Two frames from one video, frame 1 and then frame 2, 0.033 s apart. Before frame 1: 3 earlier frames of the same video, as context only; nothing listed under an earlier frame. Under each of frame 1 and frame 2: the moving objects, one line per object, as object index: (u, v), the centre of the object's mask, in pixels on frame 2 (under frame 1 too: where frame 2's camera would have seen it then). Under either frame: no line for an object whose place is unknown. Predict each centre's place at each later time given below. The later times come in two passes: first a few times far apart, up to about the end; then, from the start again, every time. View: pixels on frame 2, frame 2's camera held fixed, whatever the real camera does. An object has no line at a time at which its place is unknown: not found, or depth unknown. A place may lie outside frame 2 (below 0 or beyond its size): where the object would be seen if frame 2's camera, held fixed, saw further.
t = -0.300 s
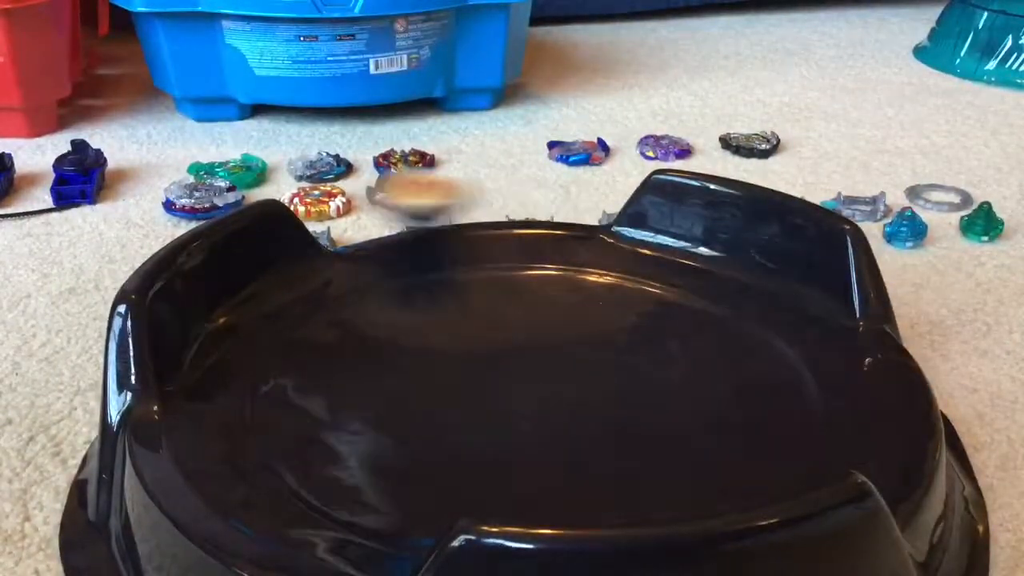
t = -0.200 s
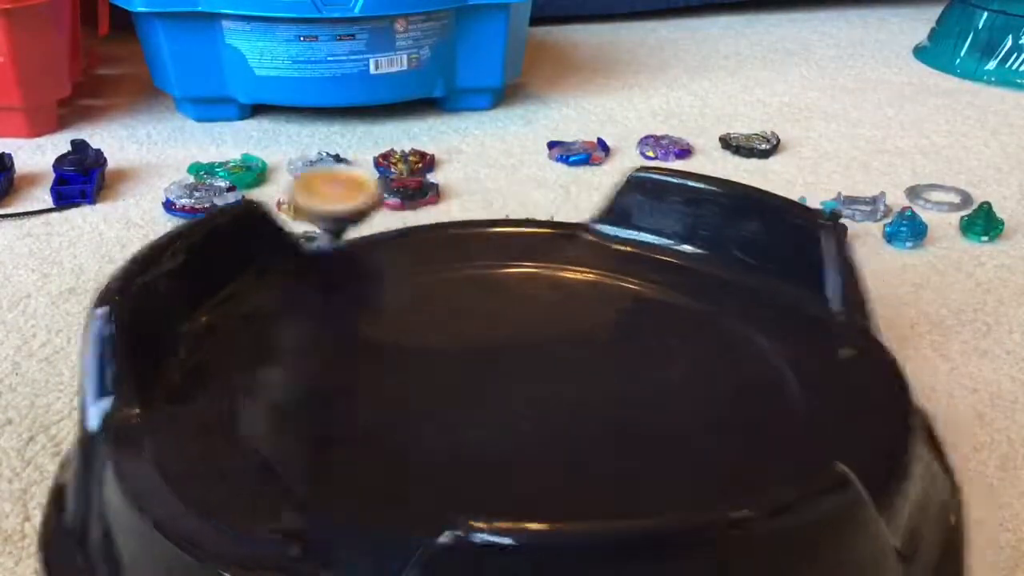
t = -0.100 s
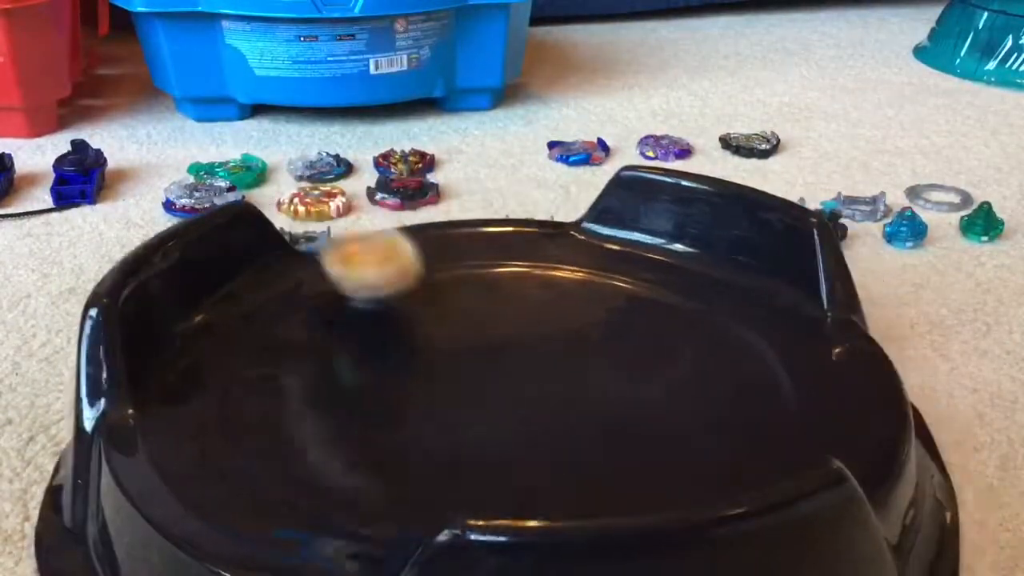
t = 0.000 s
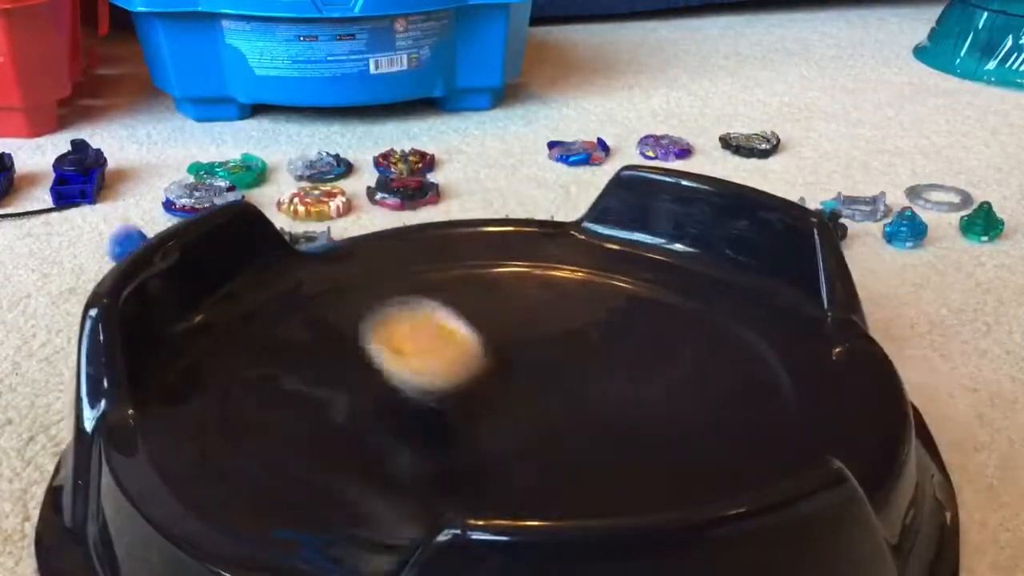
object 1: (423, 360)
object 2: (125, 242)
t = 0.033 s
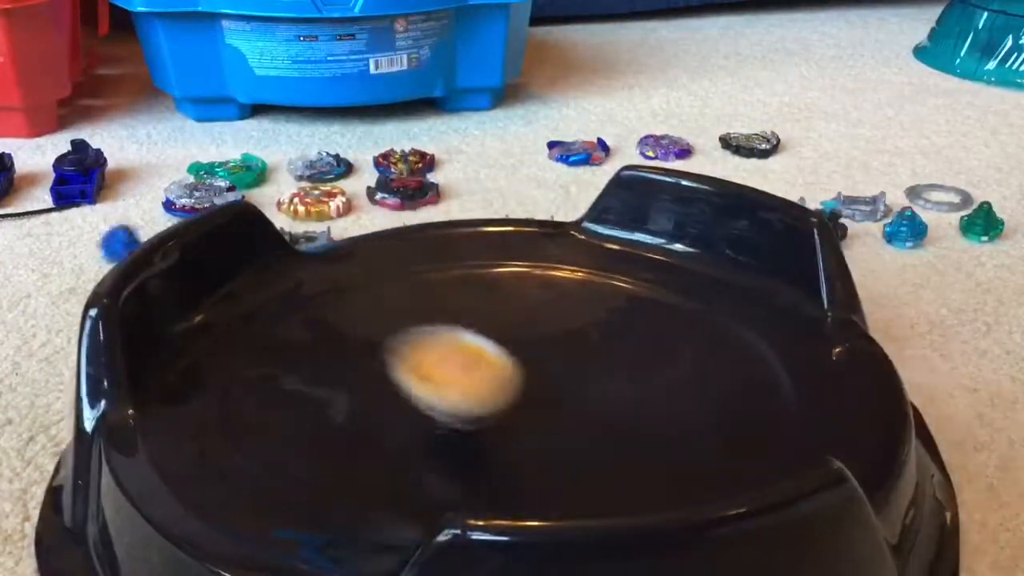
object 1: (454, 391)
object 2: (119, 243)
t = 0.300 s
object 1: (757, 398)
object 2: (66, 220)
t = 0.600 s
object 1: (747, 275)
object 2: (61, 211)
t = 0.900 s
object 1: (367, 327)
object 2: (61, 212)
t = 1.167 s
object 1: (238, 443)
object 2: (61, 212)
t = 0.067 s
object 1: (490, 392)
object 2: (110, 239)
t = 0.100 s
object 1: (532, 407)
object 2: (97, 235)
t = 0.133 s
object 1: (574, 416)
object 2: (87, 232)
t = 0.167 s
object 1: (619, 419)
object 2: (80, 226)
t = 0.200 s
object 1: (660, 419)
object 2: (76, 225)
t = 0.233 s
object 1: (696, 414)
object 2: (73, 225)
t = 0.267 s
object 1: (729, 407)
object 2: (68, 223)
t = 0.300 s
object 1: (757, 398)
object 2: (66, 220)
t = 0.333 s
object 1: (777, 385)
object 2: (65, 218)
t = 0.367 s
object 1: (790, 372)
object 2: (64, 217)
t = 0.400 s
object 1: (799, 358)
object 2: (64, 216)
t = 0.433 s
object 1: (803, 351)
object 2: (65, 215)
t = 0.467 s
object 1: (804, 343)
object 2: (64, 213)
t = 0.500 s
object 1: (799, 322)
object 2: (64, 212)
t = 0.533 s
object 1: (790, 308)
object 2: (62, 210)
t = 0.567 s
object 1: (775, 300)
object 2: (60, 210)
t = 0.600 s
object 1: (747, 275)
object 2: (61, 211)
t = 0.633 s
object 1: (718, 267)
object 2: (62, 212)
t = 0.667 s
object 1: (681, 263)
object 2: (62, 212)
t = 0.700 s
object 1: (636, 276)
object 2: (61, 212)
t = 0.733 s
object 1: (586, 277)
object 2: (61, 212)
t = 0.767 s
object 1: (541, 282)
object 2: (61, 212)
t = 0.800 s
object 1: (495, 285)
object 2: (61, 212)
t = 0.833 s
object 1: (451, 295)
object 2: (61, 212)
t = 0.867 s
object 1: (409, 307)
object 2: (61, 212)
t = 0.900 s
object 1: (367, 327)
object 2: (61, 212)
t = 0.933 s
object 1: (325, 345)
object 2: (61, 212)
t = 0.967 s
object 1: (288, 369)
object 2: (61, 212)
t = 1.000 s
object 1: (259, 380)
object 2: (61, 212)
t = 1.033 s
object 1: (235, 385)
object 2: (61, 212)
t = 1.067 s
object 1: (222, 399)
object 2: (61, 212)
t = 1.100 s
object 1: (223, 406)
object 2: (61, 212)
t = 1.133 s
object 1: (228, 427)
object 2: (61, 212)
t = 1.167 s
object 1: (238, 443)
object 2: (61, 212)
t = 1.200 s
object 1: (258, 466)
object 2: (61, 212)
